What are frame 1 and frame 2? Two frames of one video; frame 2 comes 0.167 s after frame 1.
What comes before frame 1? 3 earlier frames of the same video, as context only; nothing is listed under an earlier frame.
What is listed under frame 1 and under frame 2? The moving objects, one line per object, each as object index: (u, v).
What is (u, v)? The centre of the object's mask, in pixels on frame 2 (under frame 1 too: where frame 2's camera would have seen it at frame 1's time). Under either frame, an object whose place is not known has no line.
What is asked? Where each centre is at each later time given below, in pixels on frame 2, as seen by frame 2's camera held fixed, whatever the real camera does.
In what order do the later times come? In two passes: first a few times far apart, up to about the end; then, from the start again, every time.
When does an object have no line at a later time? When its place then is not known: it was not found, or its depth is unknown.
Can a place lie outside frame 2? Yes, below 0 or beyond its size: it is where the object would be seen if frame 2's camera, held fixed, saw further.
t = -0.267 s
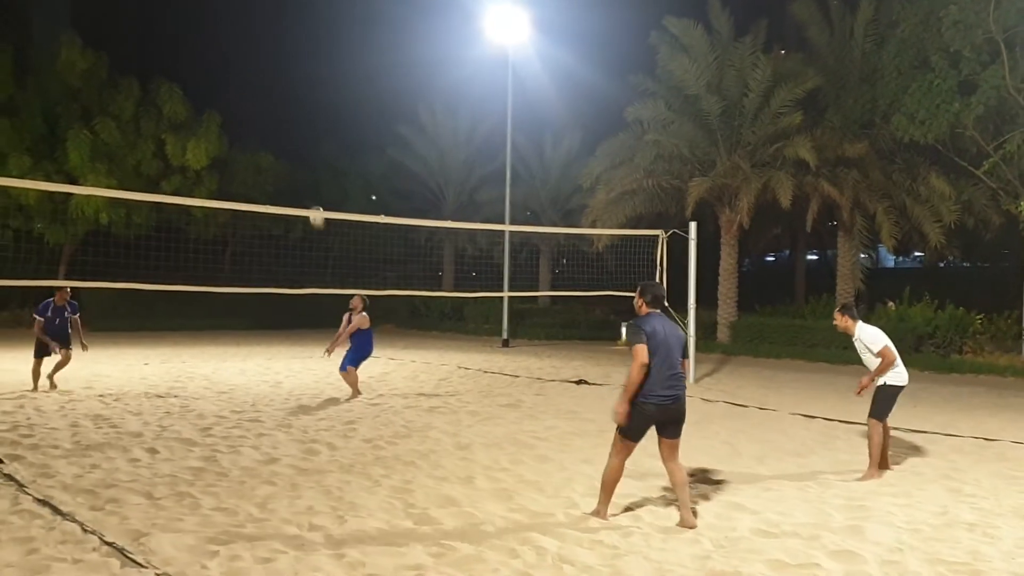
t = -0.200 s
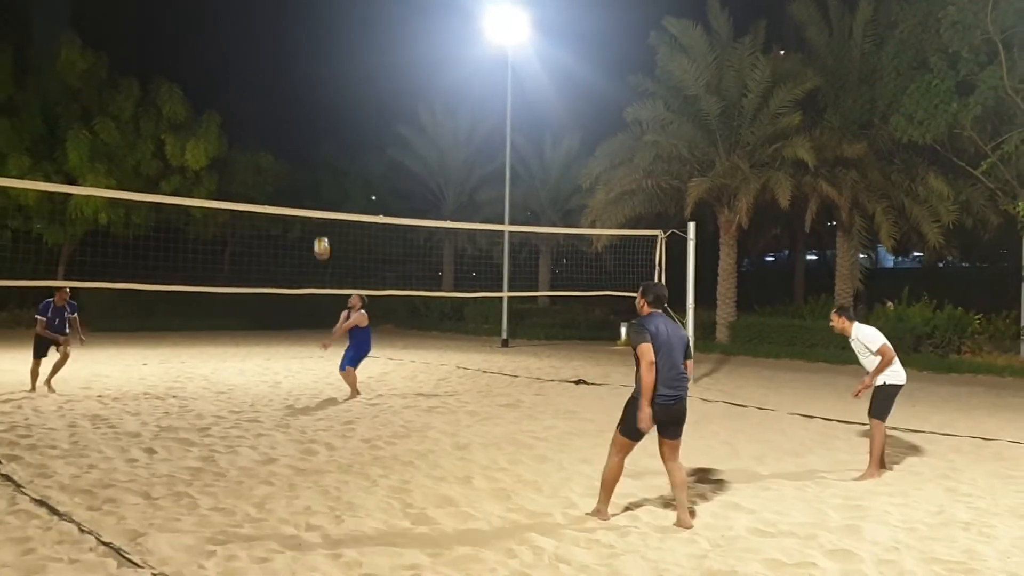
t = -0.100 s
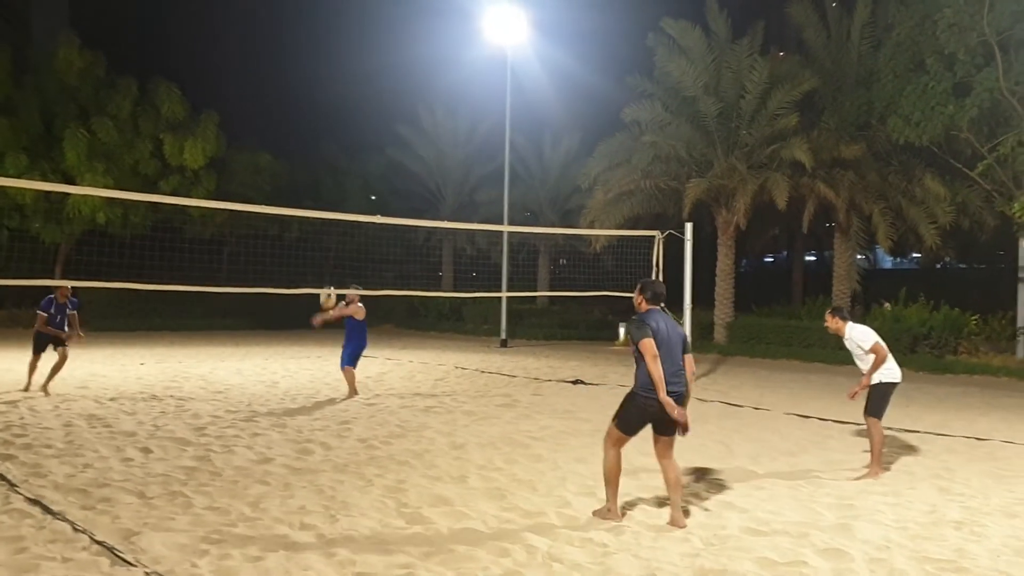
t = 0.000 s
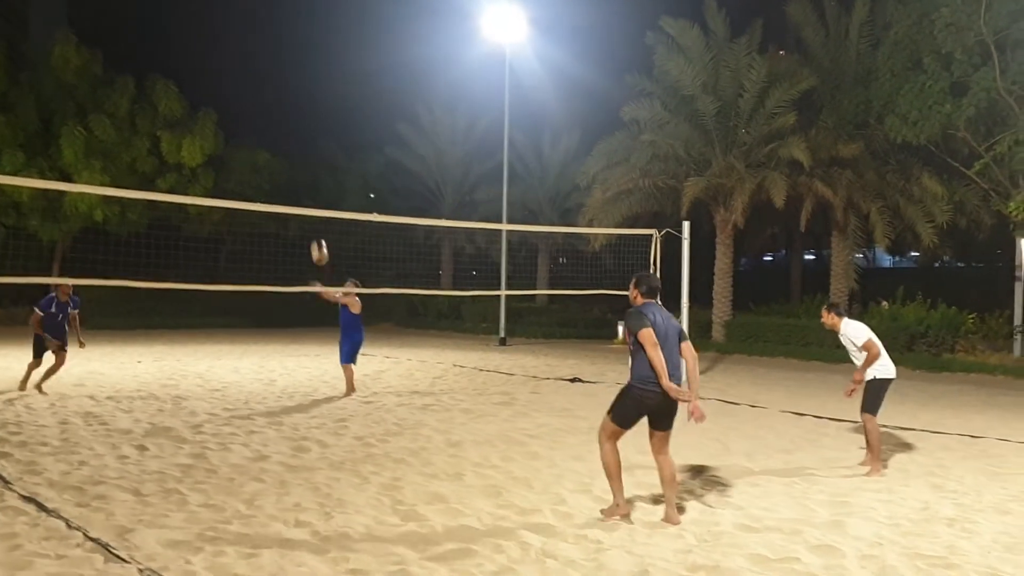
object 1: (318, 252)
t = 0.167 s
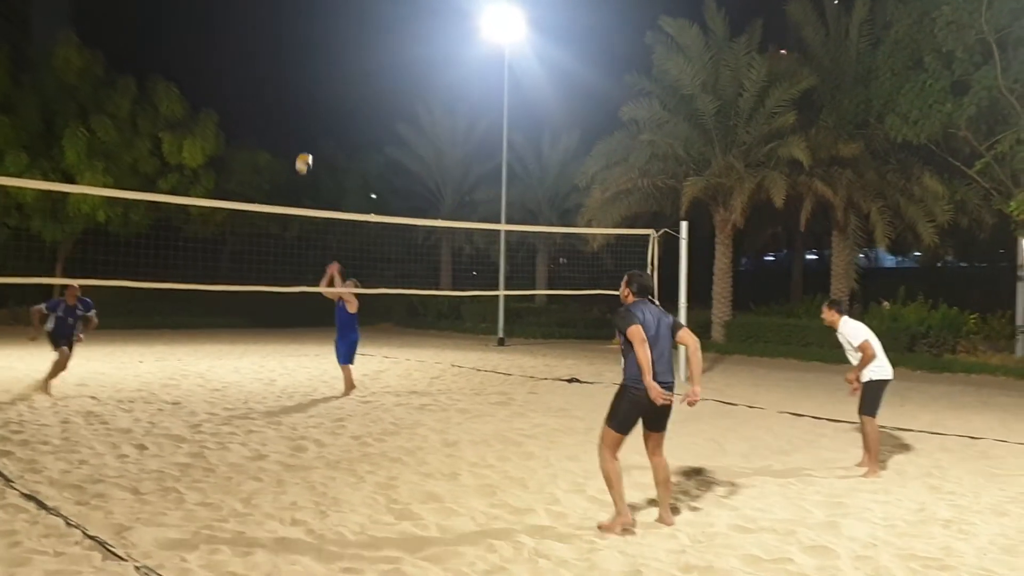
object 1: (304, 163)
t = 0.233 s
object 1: (299, 134)
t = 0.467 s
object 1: (278, 52)
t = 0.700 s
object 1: (256, 11)
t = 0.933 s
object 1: (232, 10)
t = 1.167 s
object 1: (206, 55)
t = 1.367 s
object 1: (186, 134)
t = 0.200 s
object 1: (301, 148)
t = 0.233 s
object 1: (299, 134)
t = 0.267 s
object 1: (296, 120)
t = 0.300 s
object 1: (293, 107)
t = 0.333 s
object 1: (290, 95)
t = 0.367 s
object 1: (287, 83)
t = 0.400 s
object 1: (284, 72)
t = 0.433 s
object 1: (281, 62)
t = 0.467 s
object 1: (278, 52)
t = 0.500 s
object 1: (275, 44)
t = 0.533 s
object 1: (272, 37)
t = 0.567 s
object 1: (268, 30)
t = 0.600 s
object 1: (265, 24)
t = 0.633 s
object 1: (262, 19)
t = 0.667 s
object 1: (259, 14)
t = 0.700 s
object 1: (256, 11)
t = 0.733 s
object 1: (252, 8)
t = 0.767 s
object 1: (249, 6)
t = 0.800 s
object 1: (246, 5)
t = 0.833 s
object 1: (243, 5)
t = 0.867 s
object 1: (239, 6)
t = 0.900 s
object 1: (236, 7)
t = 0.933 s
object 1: (232, 10)
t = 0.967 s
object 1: (228, 13)
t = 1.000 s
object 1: (225, 18)
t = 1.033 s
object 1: (221, 23)
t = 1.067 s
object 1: (218, 30)
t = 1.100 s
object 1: (214, 37)
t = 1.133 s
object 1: (210, 45)
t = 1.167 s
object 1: (206, 55)
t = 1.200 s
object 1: (203, 66)
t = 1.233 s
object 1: (199, 77)
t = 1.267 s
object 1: (196, 90)
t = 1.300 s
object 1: (192, 104)
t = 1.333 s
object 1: (189, 119)
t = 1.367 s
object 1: (186, 134)
